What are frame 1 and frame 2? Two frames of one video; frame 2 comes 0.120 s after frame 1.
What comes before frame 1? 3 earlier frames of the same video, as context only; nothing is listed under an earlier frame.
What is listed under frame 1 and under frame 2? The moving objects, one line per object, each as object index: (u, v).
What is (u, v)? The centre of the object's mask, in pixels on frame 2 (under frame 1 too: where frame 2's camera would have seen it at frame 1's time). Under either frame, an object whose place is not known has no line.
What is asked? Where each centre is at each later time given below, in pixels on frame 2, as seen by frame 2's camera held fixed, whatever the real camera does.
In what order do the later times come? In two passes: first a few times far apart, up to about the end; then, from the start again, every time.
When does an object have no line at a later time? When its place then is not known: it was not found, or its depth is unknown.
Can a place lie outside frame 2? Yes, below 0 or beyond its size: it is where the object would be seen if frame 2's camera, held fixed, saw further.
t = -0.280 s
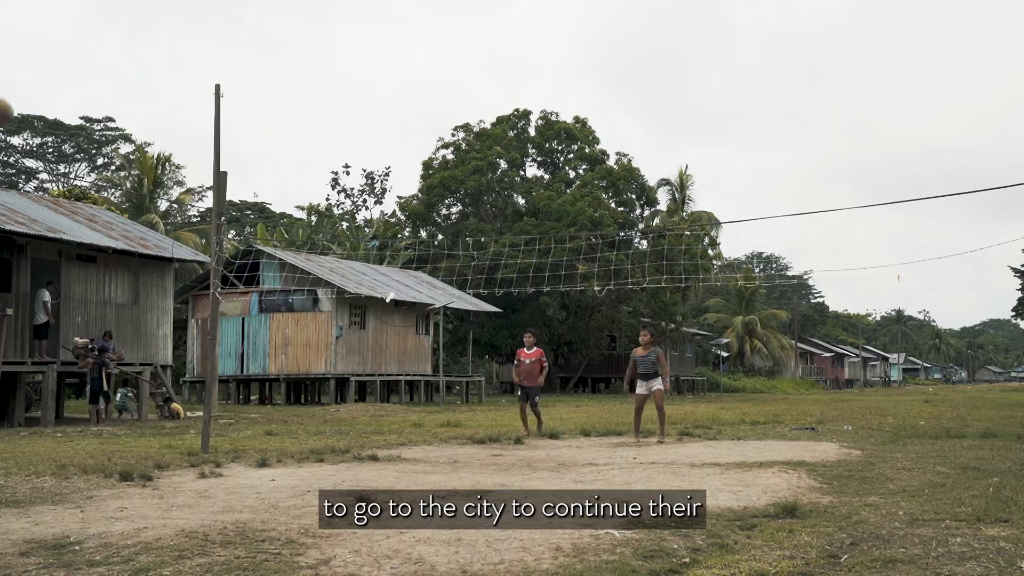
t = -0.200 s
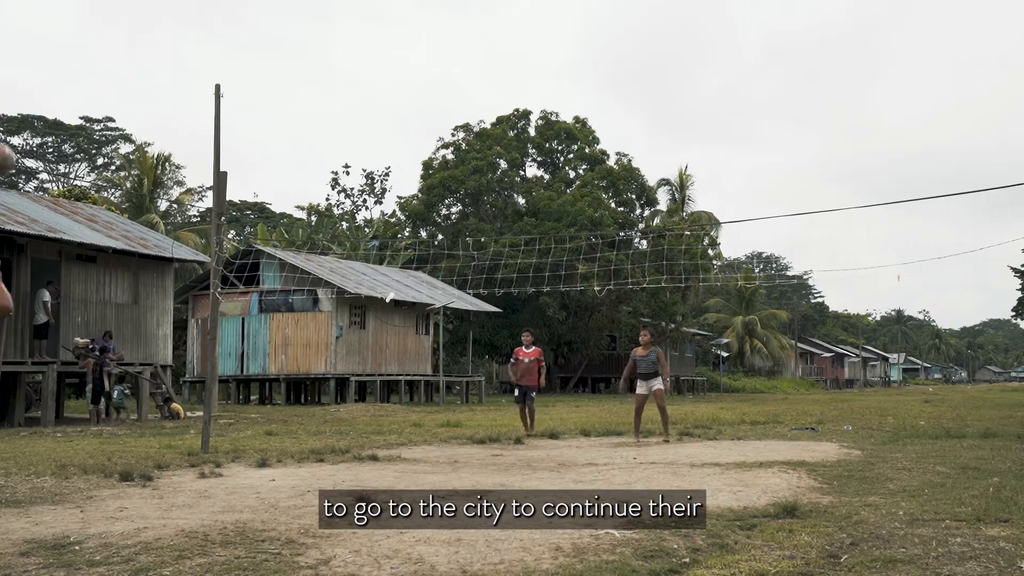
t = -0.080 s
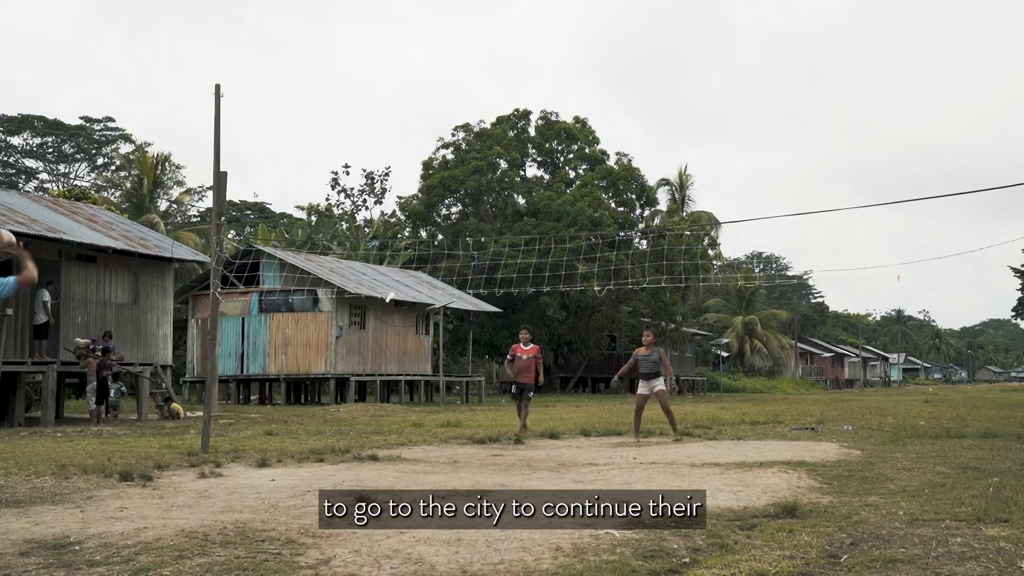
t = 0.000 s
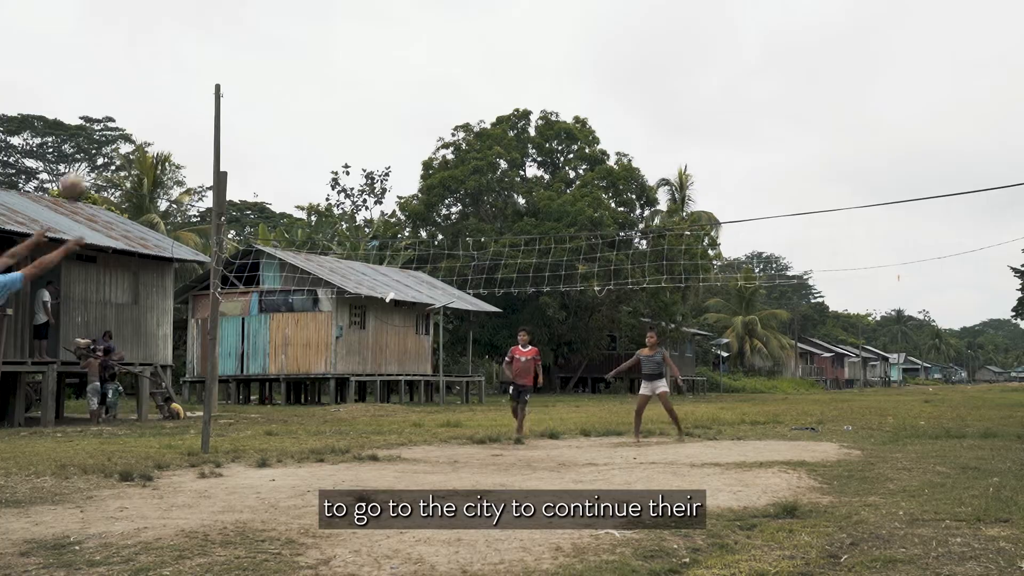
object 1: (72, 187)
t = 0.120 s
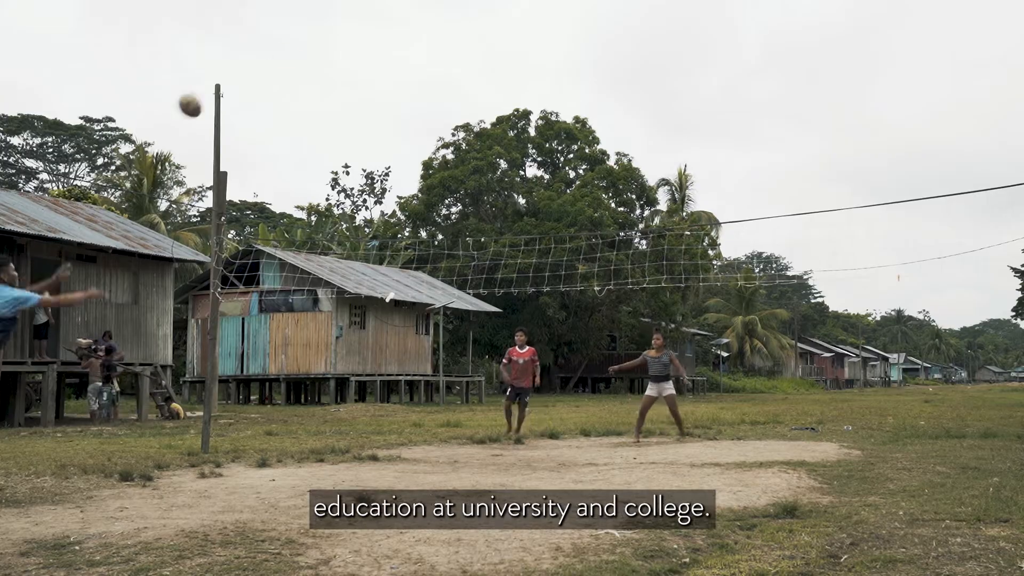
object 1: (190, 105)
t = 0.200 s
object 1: (256, 69)
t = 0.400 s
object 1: (392, 24)
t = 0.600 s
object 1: (500, 25)
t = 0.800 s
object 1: (589, 62)
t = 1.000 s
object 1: (663, 128)
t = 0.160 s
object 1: (223, 86)
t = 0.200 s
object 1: (256, 69)
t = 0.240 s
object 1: (286, 56)
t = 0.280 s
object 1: (314, 44)
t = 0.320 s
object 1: (341, 35)
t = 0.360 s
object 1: (367, 28)
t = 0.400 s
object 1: (392, 24)
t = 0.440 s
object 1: (415, 21)
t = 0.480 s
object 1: (438, 19)
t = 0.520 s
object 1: (460, 20)
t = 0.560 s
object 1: (481, 22)
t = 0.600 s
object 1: (500, 25)
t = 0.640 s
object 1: (519, 30)
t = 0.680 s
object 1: (538, 36)
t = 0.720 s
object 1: (555, 43)
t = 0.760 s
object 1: (572, 52)
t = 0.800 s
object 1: (589, 62)
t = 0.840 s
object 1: (604, 73)
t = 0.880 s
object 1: (620, 85)
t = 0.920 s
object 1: (634, 98)
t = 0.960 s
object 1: (649, 113)
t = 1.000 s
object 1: (663, 128)
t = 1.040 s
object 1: (676, 144)
